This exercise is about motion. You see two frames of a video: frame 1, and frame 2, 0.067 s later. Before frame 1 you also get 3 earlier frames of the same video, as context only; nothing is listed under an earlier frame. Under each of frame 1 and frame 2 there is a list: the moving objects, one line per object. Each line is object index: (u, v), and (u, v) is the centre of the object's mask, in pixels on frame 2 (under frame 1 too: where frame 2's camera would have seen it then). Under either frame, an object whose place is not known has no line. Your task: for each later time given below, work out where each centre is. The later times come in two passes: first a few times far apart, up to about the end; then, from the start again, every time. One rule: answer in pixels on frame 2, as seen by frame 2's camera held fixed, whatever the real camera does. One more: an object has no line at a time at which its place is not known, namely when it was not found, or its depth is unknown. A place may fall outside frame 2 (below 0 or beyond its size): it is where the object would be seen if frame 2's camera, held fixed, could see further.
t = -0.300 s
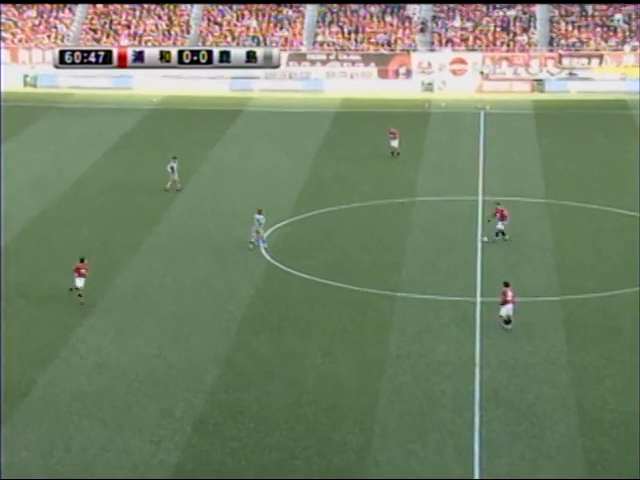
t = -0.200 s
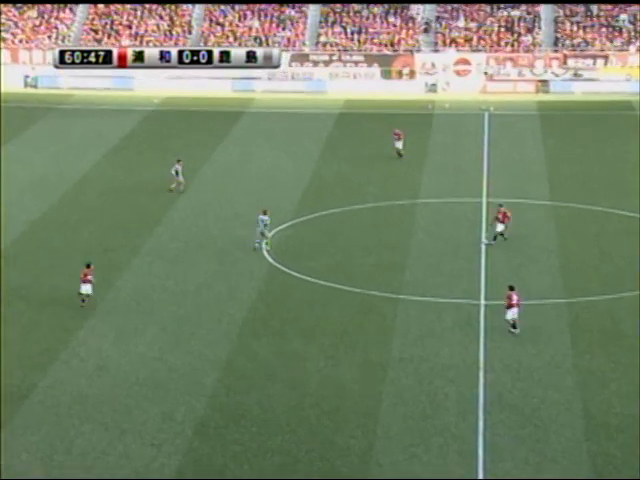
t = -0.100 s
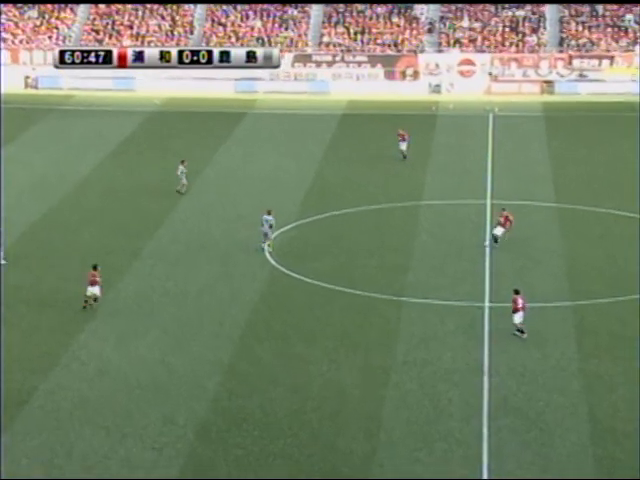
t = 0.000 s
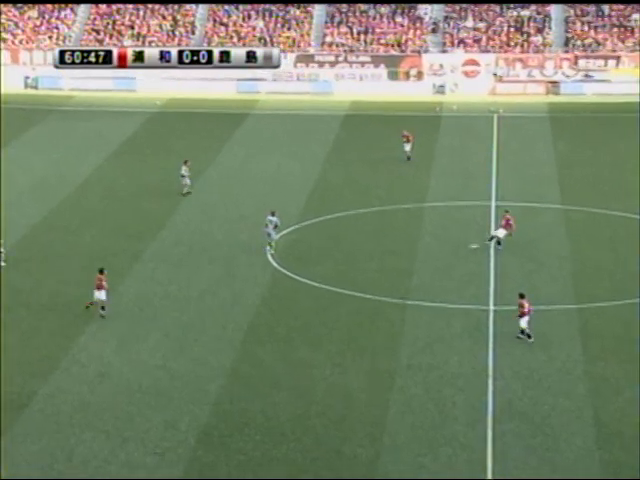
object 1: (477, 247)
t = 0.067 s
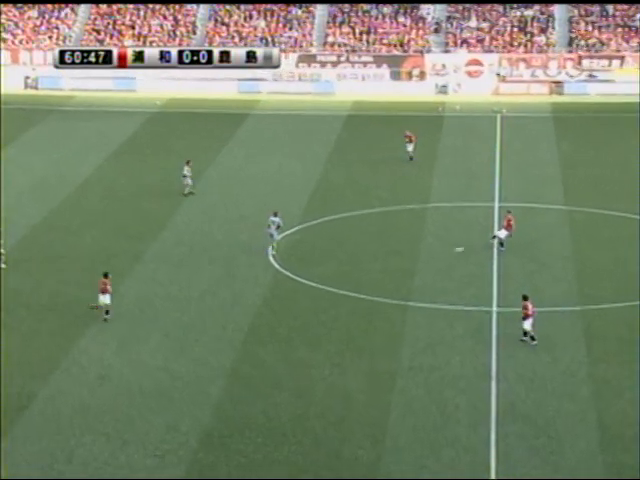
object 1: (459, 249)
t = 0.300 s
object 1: (396, 263)
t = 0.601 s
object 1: (325, 282)
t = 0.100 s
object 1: (450, 250)
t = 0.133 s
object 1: (441, 251)
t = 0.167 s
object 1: (432, 253)
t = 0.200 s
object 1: (422, 255)
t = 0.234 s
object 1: (414, 258)
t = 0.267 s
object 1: (405, 261)
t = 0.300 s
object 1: (396, 263)
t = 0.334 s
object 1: (386, 267)
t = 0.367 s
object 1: (377, 271)
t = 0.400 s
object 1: (368, 274)
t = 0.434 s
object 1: (359, 278)
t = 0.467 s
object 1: (352, 281)
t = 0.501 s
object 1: (345, 281)
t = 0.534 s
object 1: (339, 282)
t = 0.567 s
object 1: (332, 282)
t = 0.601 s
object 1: (325, 282)
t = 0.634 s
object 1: (319, 284)
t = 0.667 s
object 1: (312, 286)
